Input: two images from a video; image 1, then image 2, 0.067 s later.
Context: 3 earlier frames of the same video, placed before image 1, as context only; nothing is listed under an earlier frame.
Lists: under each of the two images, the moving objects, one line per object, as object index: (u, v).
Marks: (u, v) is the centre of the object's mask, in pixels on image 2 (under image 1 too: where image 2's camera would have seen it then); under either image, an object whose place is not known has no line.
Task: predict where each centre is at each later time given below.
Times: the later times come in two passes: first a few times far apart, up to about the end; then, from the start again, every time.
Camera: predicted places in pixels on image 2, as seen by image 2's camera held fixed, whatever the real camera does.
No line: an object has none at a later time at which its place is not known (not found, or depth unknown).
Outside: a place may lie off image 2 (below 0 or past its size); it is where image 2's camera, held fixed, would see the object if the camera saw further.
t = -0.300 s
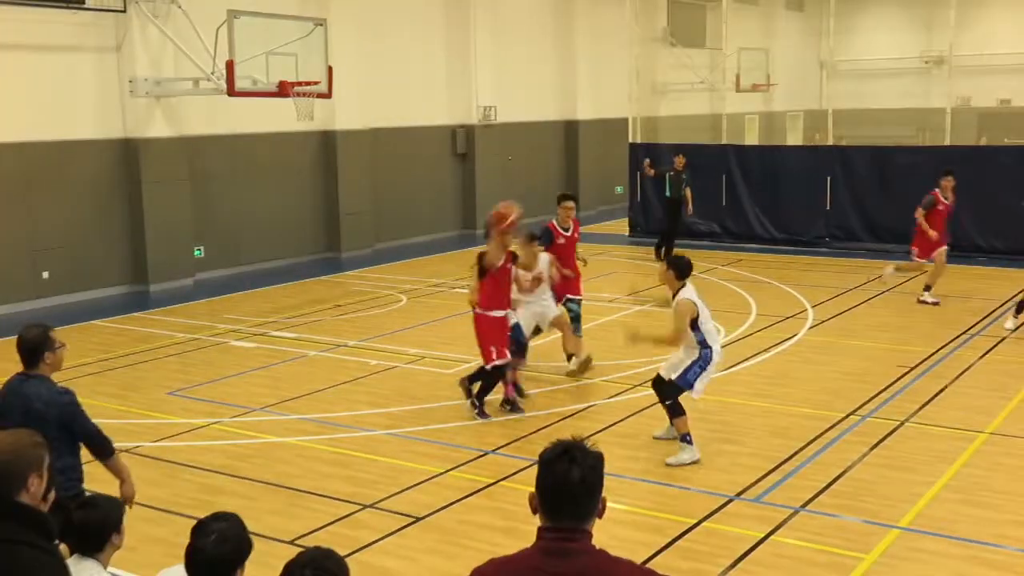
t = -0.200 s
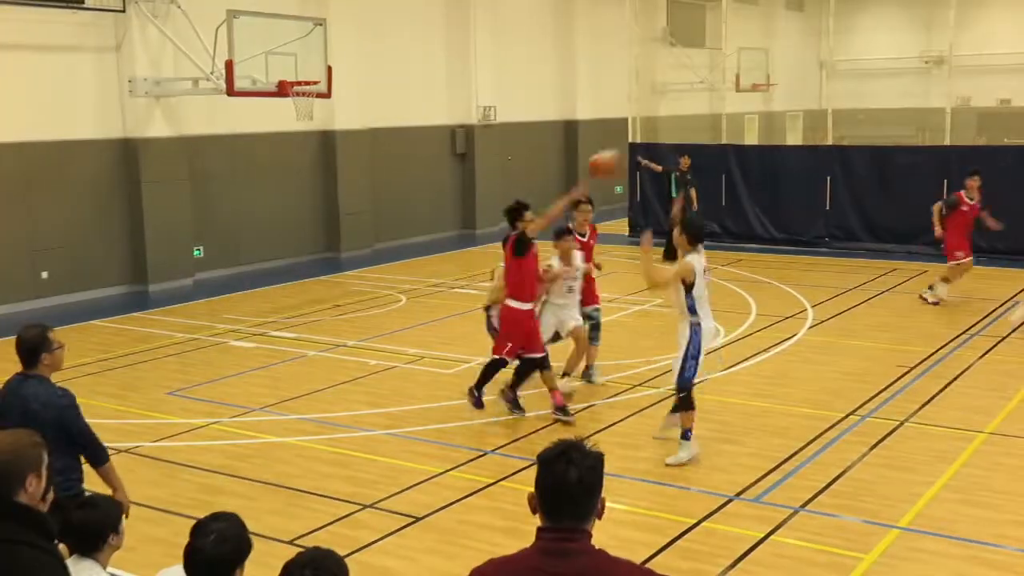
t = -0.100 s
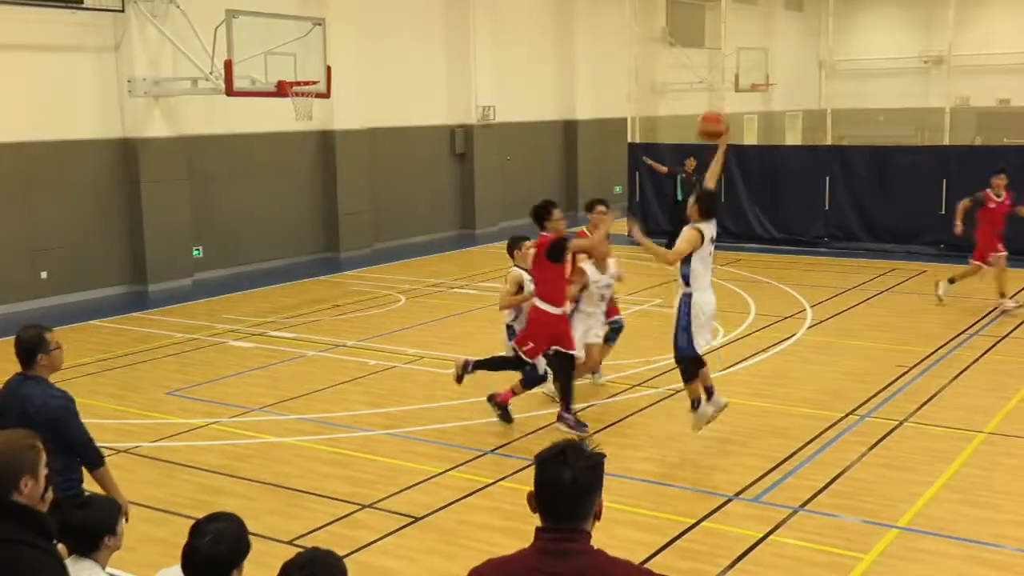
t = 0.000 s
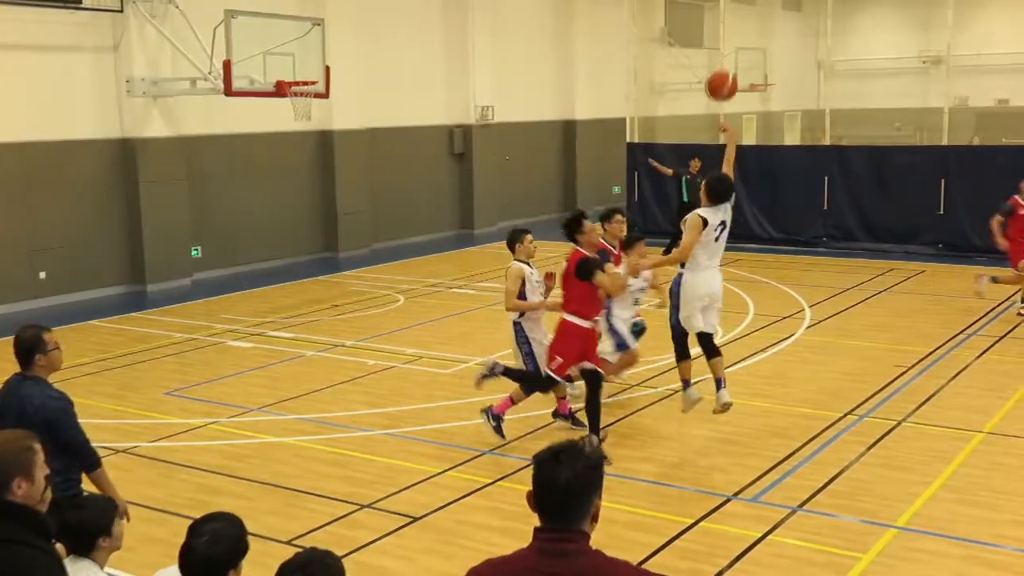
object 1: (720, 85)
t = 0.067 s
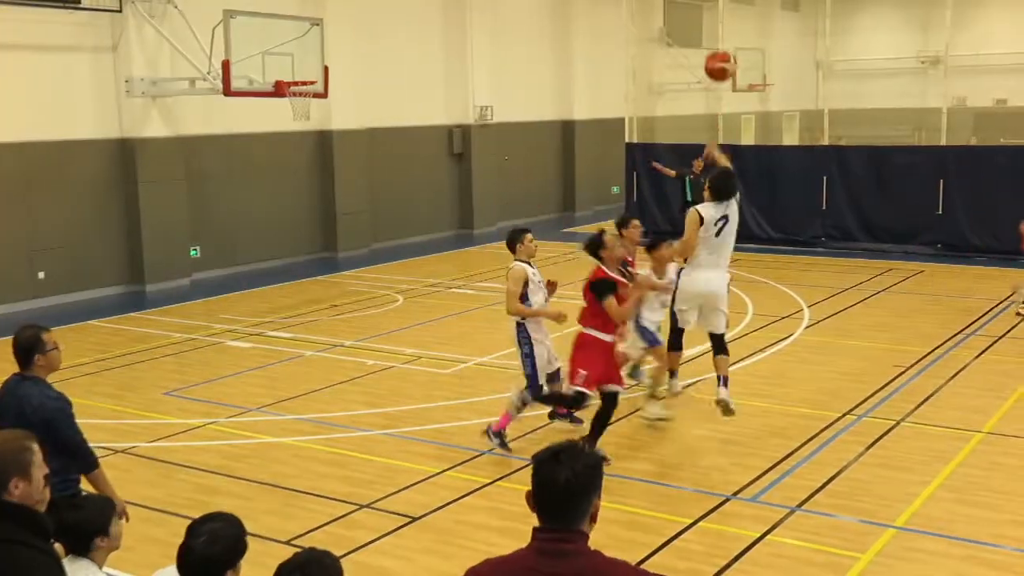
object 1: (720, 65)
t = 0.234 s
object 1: (721, 39)
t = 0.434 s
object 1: (721, 56)
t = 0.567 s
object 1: (721, 100)
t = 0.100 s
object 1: (720, 57)
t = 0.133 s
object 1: (721, 50)
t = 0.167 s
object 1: (721, 45)
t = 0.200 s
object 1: (721, 41)
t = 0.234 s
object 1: (721, 39)
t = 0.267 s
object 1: (721, 38)
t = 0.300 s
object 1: (721, 38)
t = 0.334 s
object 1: (722, 40)
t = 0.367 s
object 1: (722, 44)
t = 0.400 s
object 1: (722, 49)
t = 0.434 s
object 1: (721, 56)
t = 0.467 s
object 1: (721, 65)
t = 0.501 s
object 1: (721, 75)
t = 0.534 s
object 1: (721, 86)
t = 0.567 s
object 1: (721, 100)
